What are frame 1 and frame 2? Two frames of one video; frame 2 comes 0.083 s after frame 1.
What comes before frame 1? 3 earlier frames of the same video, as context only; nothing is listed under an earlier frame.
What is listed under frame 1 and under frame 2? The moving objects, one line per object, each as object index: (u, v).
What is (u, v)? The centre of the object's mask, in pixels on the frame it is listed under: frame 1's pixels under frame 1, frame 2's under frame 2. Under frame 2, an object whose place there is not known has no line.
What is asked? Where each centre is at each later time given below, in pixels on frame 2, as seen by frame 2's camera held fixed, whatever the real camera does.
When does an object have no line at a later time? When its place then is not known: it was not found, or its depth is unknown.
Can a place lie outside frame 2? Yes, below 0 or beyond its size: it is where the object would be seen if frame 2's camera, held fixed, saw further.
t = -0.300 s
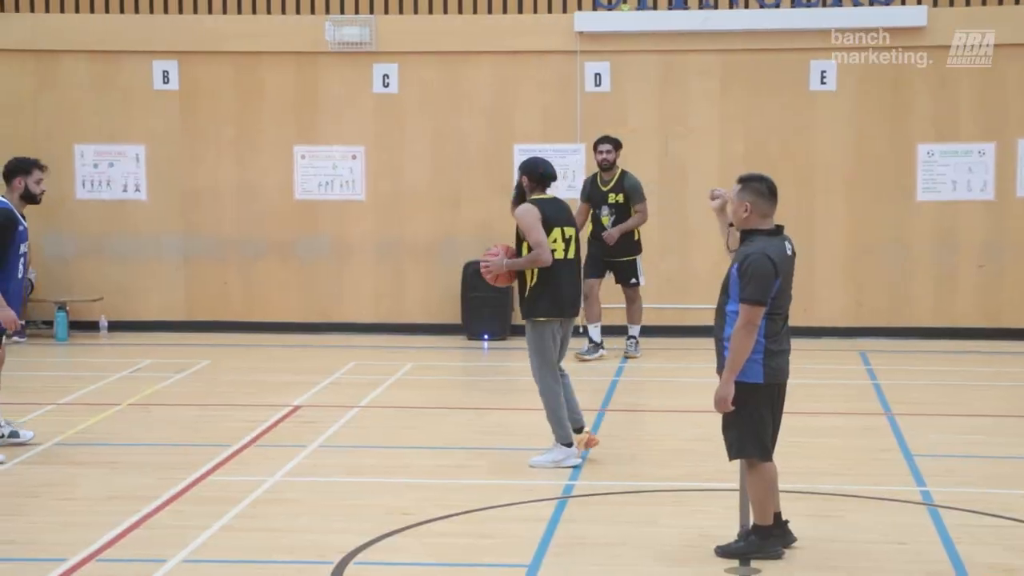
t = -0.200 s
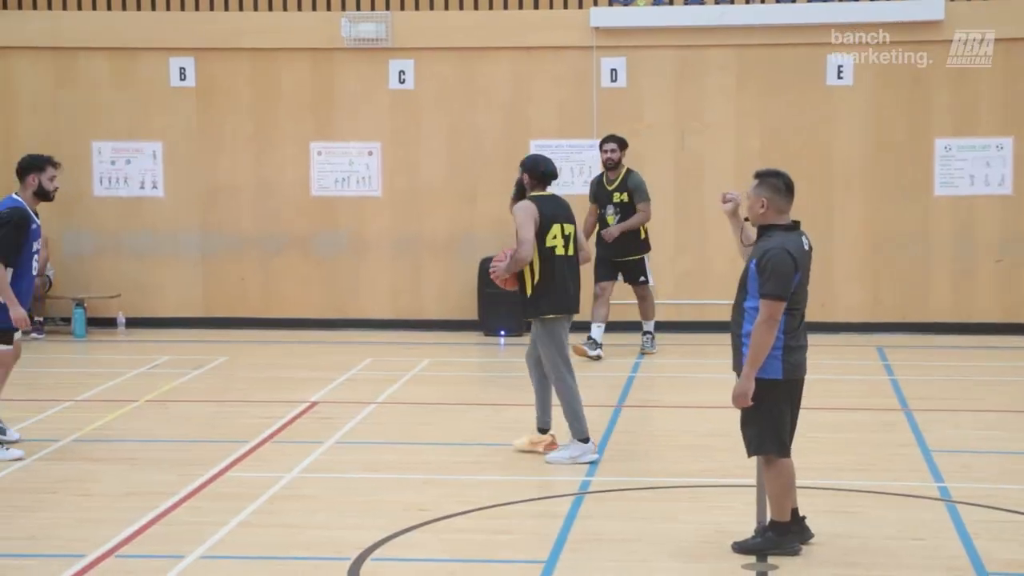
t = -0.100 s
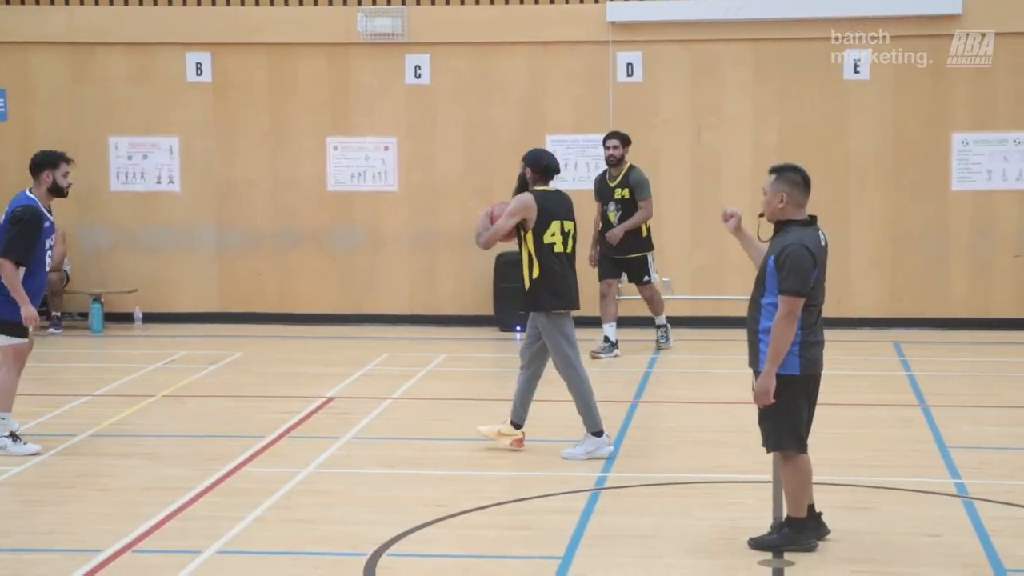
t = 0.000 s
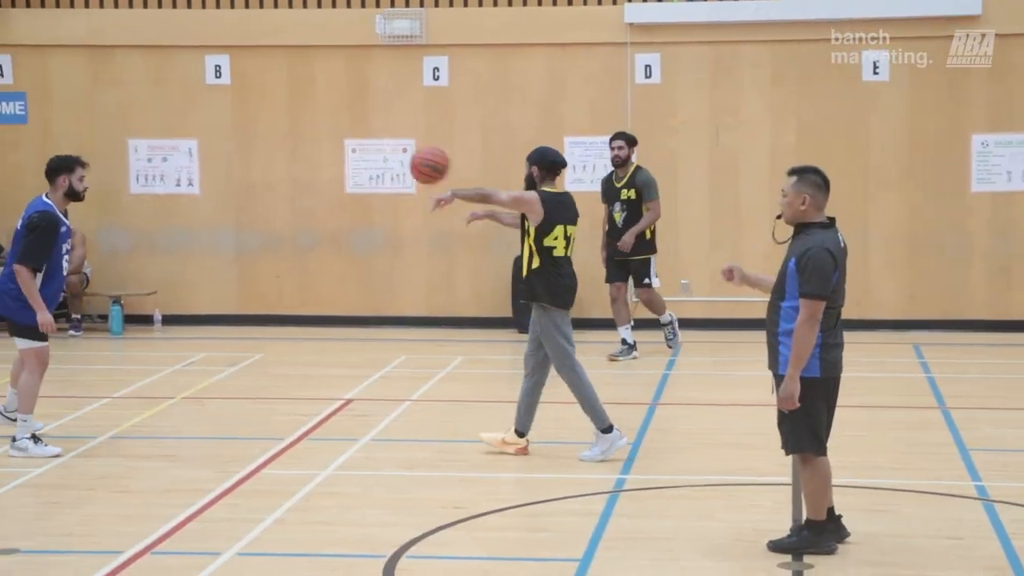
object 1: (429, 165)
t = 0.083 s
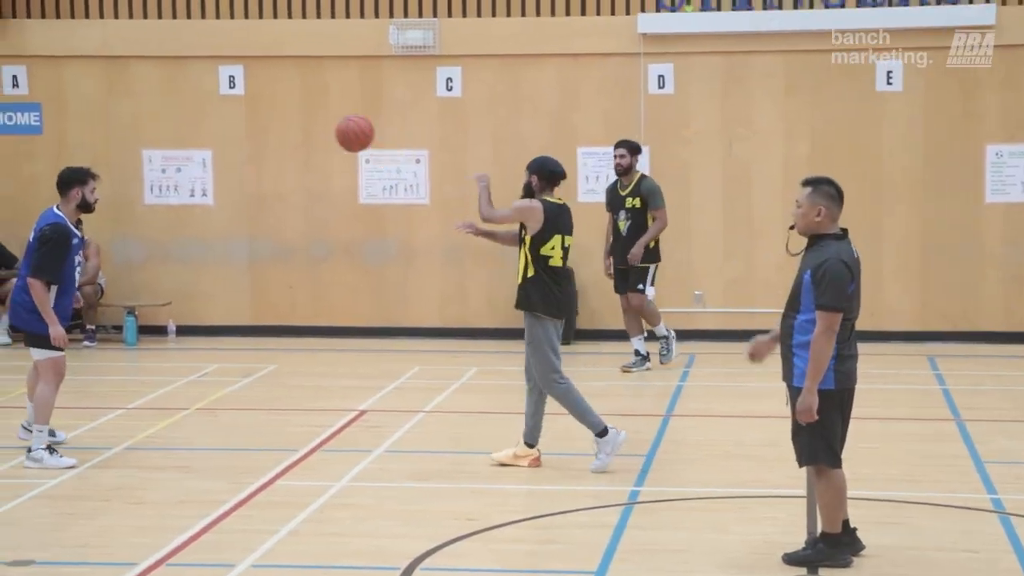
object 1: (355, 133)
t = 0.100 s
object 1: (337, 125)
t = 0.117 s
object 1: (320, 119)
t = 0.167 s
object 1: (274, 103)
